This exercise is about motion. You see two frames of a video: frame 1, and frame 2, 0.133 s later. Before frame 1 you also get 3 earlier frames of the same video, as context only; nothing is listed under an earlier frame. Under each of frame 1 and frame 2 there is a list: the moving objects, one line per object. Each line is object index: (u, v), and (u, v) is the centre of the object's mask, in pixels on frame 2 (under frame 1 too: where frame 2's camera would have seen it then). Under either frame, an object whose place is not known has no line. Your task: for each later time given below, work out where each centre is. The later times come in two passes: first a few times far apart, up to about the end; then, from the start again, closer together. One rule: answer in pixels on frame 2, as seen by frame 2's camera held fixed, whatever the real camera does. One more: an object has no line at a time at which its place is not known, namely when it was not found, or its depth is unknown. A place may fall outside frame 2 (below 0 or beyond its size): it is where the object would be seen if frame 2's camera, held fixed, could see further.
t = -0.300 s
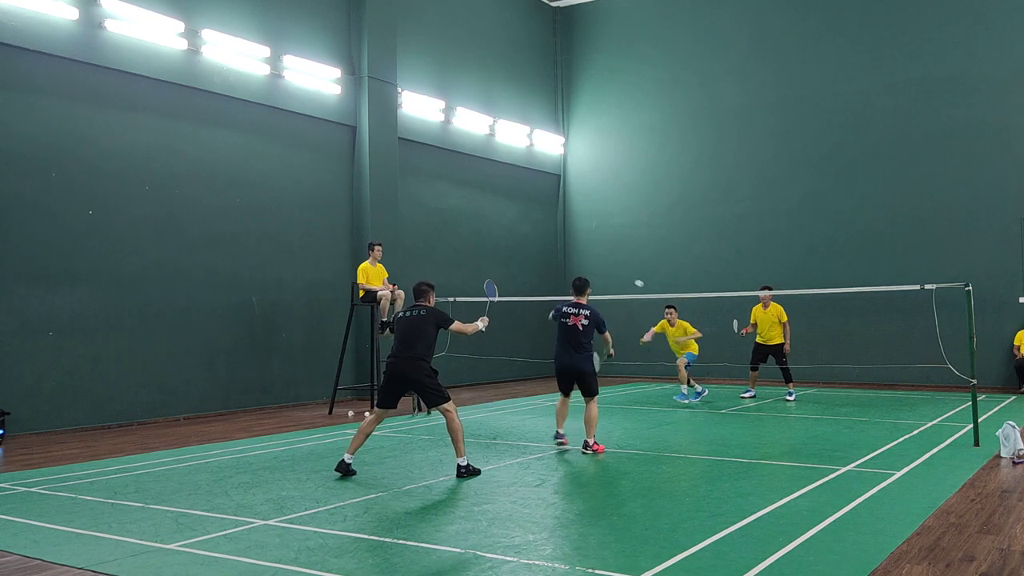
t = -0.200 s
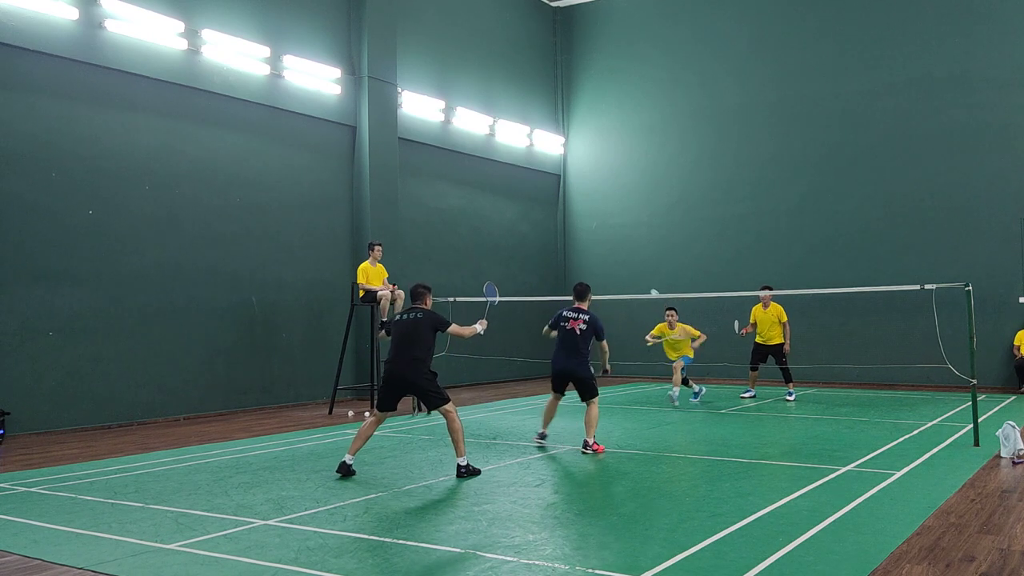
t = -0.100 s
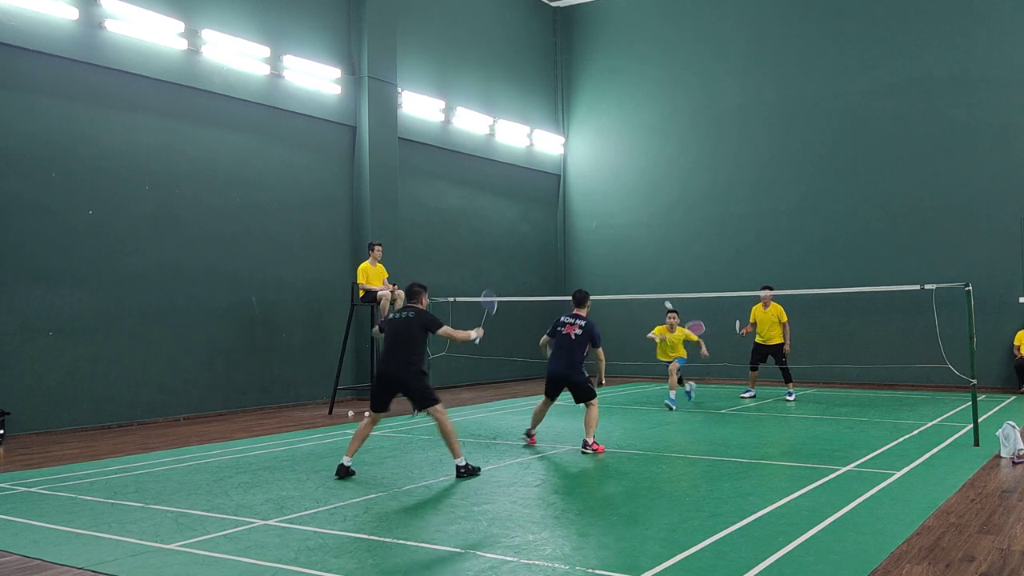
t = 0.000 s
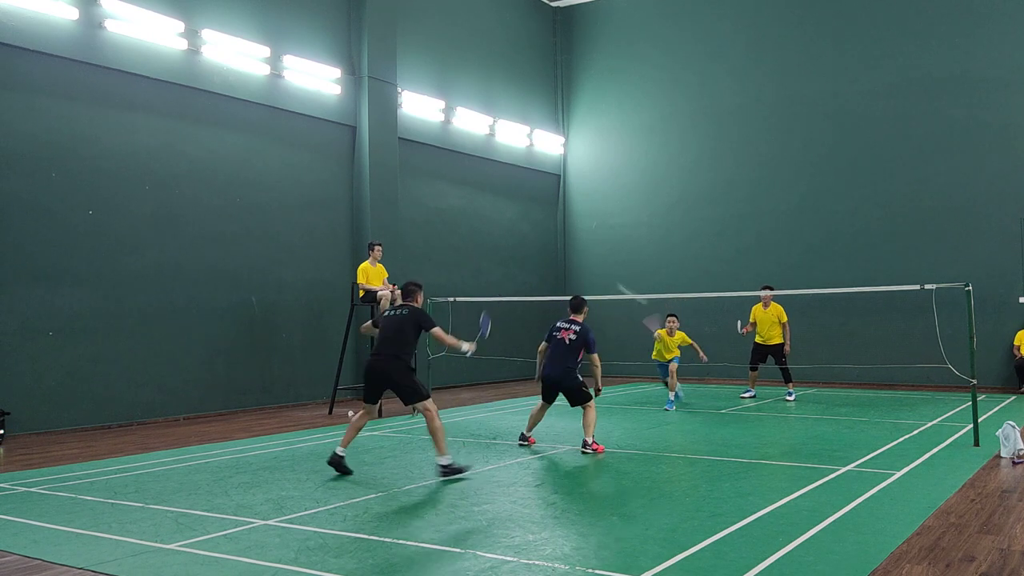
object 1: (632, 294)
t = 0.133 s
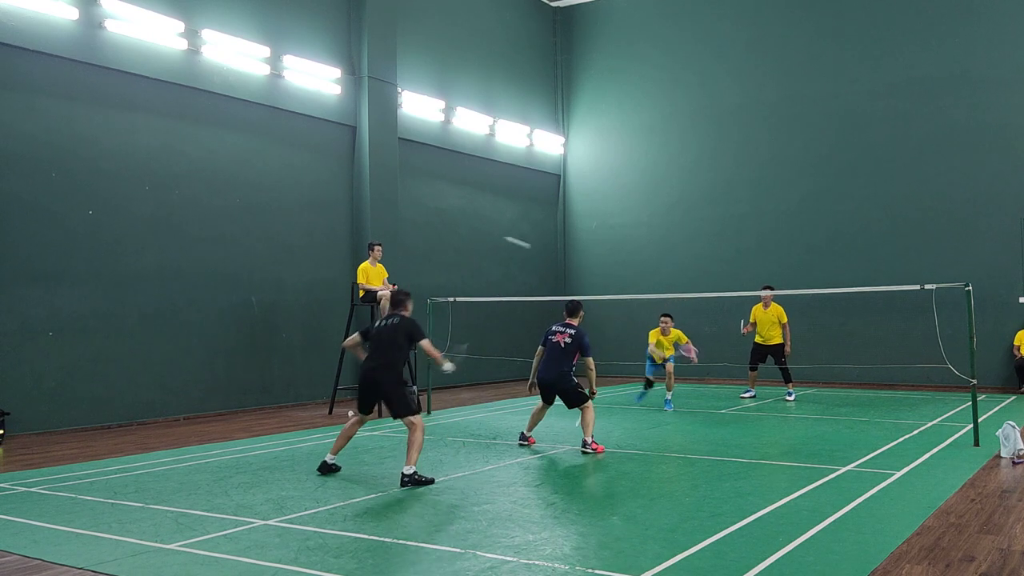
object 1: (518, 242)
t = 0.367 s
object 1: (358, 209)
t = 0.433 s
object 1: (318, 210)
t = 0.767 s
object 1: (136, 277)
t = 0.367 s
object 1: (358, 209)
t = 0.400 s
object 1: (337, 209)
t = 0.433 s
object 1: (318, 210)
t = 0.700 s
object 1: (170, 255)
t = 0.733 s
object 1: (153, 266)
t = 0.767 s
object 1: (136, 277)
